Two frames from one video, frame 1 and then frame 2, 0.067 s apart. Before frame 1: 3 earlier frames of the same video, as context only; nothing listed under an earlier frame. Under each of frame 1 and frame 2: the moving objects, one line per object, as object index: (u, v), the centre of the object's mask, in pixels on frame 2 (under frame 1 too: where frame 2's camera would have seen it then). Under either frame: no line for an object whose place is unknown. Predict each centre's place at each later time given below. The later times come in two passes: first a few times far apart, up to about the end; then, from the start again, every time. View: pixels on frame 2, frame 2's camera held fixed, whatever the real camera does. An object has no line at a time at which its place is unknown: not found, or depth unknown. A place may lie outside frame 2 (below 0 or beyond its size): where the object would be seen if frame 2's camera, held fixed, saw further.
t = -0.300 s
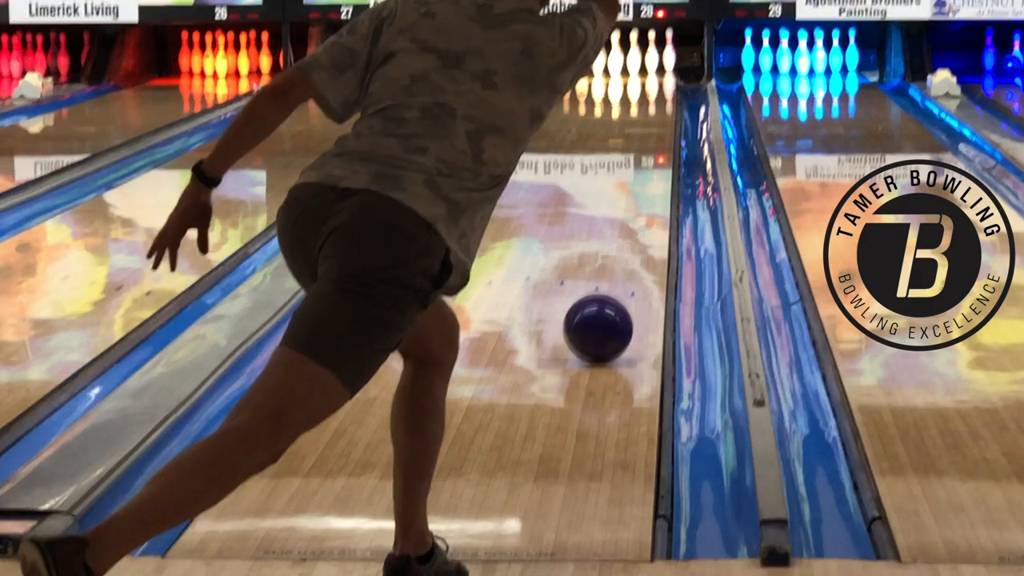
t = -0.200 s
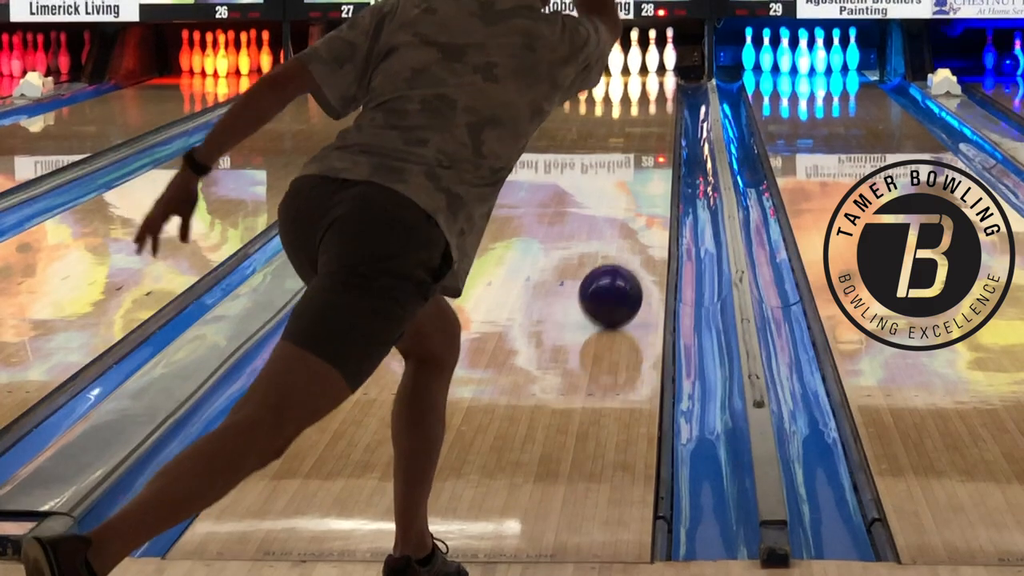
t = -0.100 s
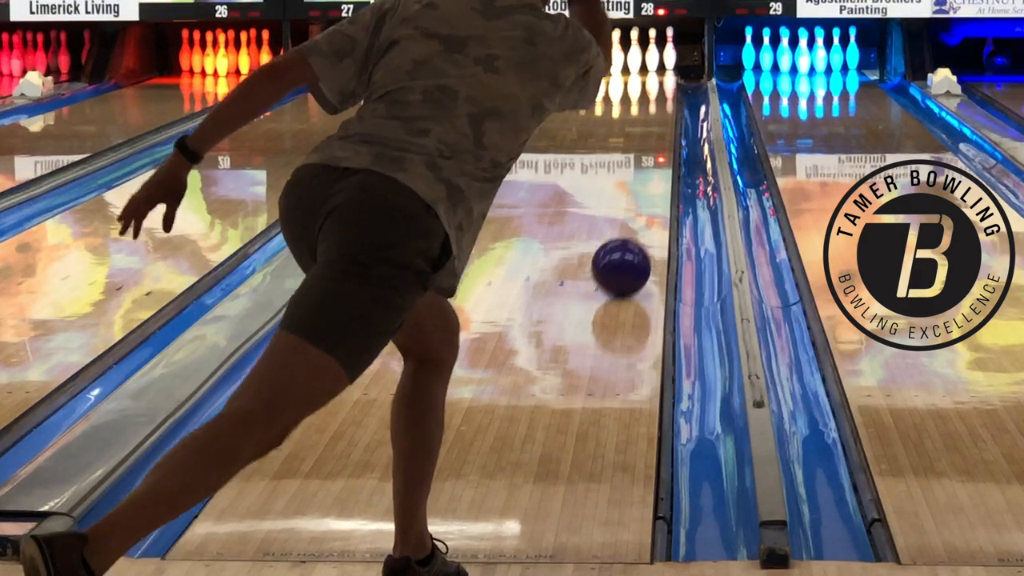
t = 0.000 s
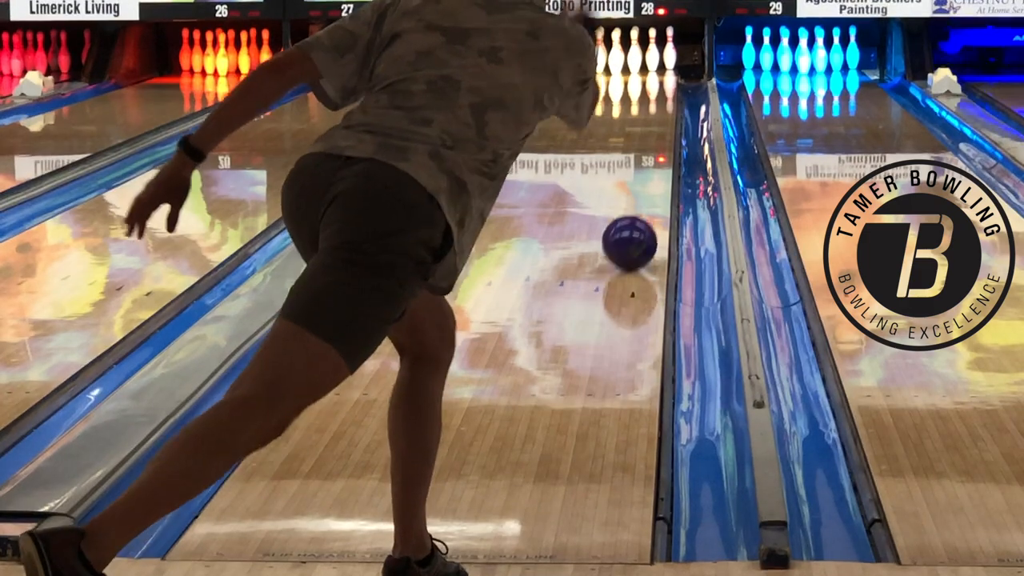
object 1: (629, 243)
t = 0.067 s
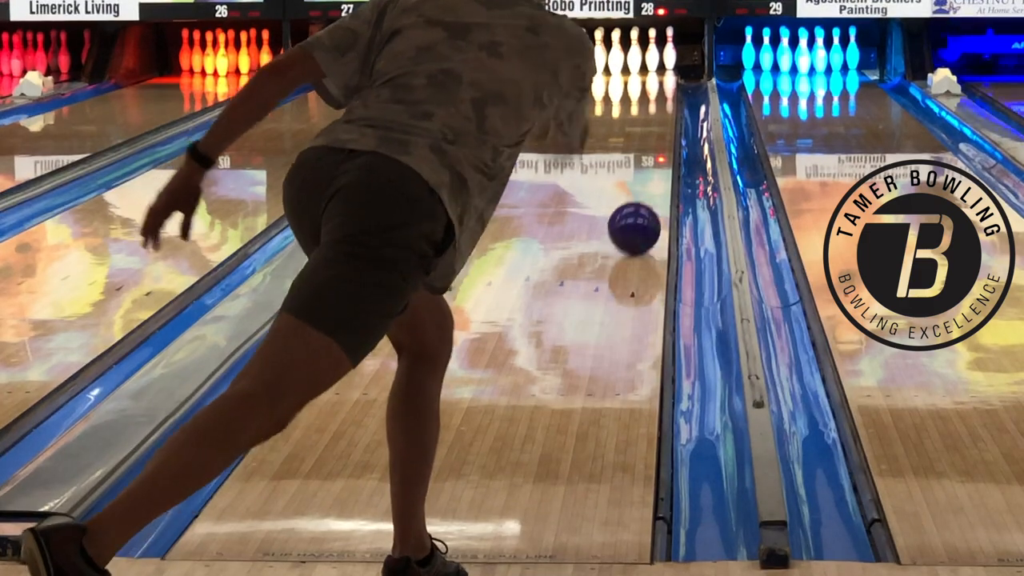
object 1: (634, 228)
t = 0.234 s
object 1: (644, 197)
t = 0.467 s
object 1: (652, 163)
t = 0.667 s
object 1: (657, 140)
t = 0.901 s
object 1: (659, 119)
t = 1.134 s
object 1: (659, 101)
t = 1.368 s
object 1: (655, 88)
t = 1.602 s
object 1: (647, 77)
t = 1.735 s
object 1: (641, 71)
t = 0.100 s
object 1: (636, 221)
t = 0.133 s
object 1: (638, 215)
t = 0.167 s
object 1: (640, 209)
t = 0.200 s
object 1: (642, 203)
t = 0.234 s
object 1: (644, 197)
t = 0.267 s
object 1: (645, 191)
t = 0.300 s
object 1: (647, 186)
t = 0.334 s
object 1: (648, 181)
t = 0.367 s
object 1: (649, 177)
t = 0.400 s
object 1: (650, 172)
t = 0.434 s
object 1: (651, 167)
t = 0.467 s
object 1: (652, 163)
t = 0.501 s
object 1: (653, 159)
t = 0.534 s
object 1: (654, 155)
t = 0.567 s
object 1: (655, 151)
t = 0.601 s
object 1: (656, 147)
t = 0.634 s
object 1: (656, 143)
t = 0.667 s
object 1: (657, 140)
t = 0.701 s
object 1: (657, 137)
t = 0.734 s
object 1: (658, 133)
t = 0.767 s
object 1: (658, 130)
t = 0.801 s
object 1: (659, 127)
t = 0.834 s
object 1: (659, 124)
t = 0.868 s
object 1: (659, 121)
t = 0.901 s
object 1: (659, 119)
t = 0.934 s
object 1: (659, 116)
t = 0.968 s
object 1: (660, 113)
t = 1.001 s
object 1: (660, 111)
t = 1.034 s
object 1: (660, 109)
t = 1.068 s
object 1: (660, 106)
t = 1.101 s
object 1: (660, 104)
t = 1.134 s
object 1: (659, 101)
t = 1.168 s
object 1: (659, 99)
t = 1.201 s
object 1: (659, 97)
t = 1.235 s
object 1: (659, 95)
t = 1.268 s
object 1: (658, 93)
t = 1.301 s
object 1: (657, 91)
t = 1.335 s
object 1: (657, 89)
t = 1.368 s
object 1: (655, 88)
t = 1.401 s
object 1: (654, 86)
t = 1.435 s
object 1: (653, 85)
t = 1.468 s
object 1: (652, 83)
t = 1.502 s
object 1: (651, 81)
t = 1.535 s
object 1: (650, 79)
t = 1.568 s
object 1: (648, 78)
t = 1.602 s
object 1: (647, 77)
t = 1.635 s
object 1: (645, 75)
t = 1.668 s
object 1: (643, 74)
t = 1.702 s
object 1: (642, 73)
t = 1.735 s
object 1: (641, 71)
